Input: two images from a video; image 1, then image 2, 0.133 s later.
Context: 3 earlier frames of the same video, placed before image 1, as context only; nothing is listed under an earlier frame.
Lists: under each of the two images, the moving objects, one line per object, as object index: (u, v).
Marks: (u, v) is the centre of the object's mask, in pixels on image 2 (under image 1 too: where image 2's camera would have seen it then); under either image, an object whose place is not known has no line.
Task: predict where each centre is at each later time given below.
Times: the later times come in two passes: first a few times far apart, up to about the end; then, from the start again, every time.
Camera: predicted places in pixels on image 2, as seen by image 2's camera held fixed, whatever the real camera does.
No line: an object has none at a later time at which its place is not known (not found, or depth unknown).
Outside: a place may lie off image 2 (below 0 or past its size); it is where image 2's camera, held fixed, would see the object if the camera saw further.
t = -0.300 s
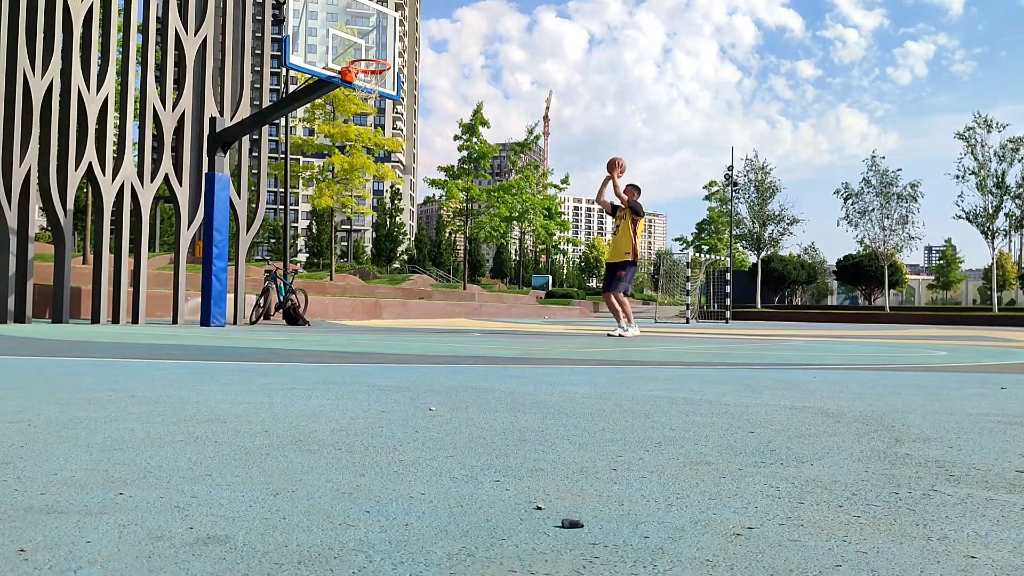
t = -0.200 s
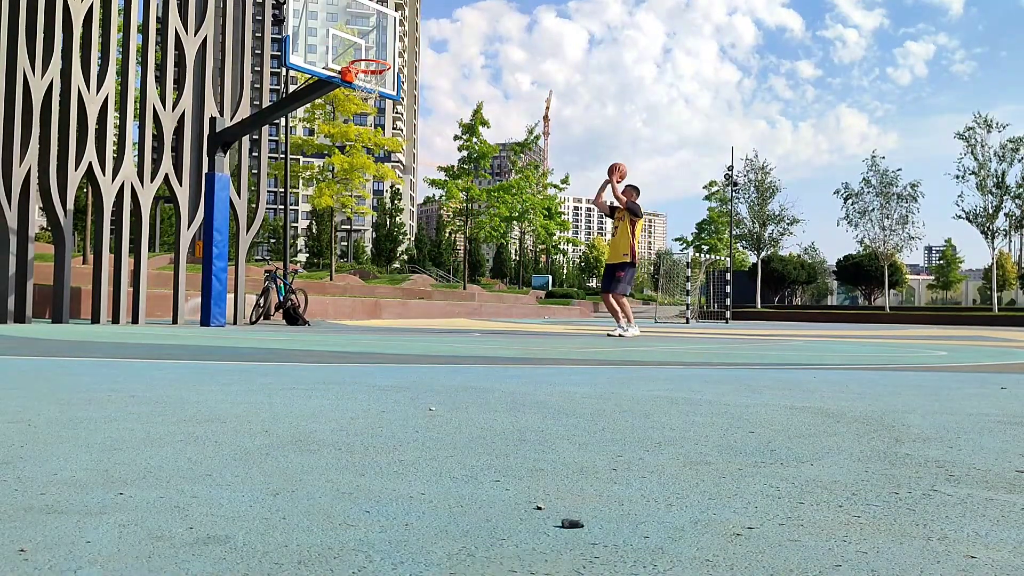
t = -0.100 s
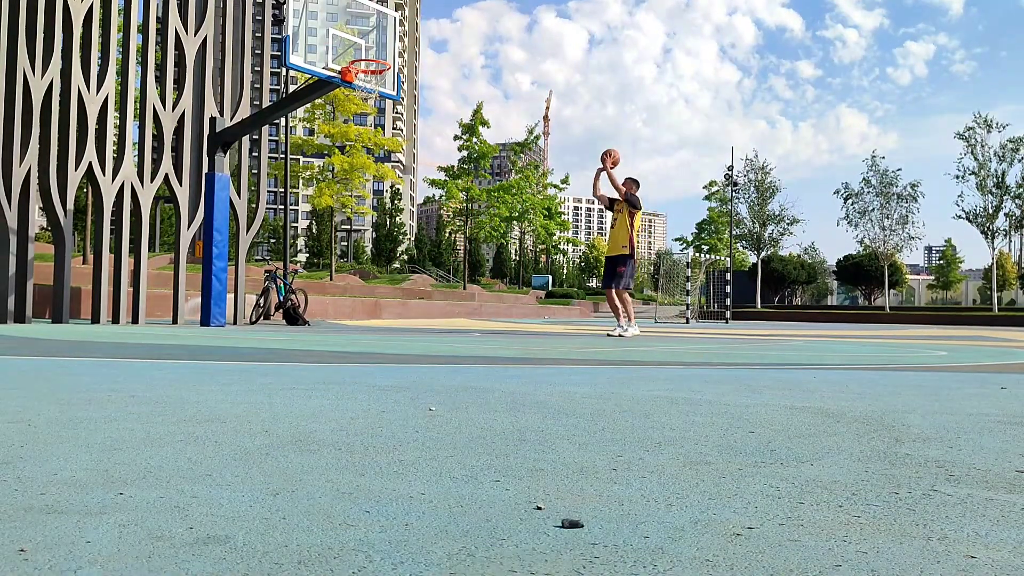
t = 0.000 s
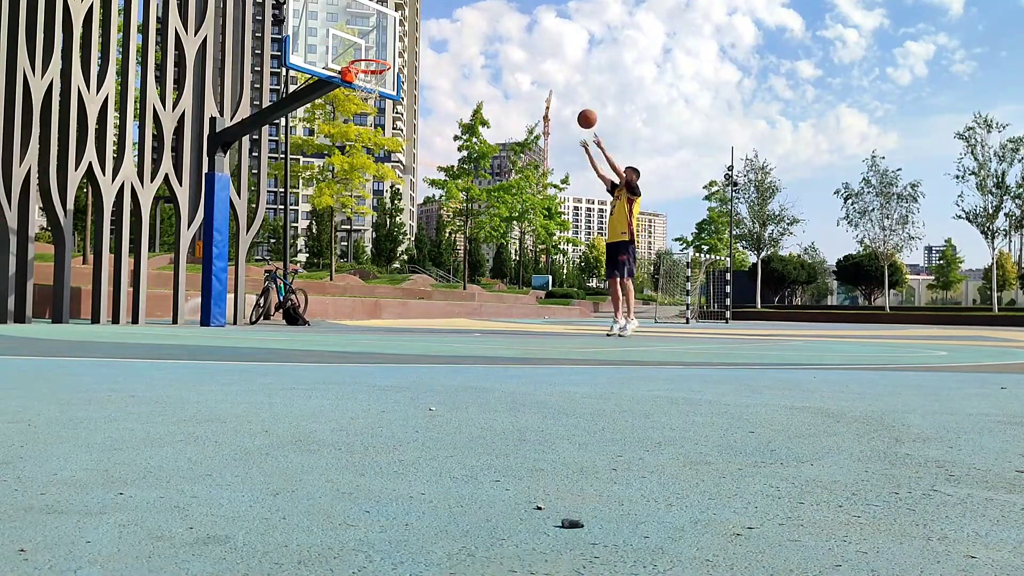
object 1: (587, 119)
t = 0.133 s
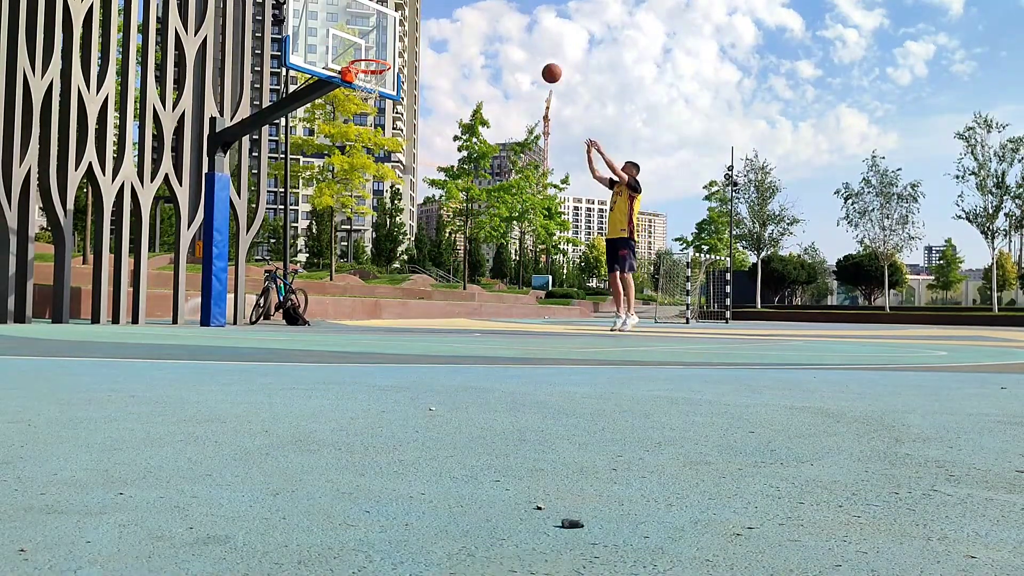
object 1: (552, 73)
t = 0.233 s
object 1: (525, 48)
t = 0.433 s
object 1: (470, 22)
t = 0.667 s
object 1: (404, 34)
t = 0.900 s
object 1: (369, 92)
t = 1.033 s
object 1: (383, 142)
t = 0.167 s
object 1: (543, 64)
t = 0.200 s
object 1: (534, 55)
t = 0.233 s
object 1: (525, 48)
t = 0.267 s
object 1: (516, 41)
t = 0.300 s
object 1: (507, 36)
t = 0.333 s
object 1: (497, 31)
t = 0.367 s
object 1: (488, 27)
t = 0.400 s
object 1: (479, 24)
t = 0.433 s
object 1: (470, 22)
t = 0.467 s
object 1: (460, 21)
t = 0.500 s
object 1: (451, 20)
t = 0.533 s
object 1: (442, 21)
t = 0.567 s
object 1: (432, 23)
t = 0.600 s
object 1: (423, 26)
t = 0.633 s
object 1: (413, 29)
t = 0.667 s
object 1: (404, 34)
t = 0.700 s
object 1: (394, 39)
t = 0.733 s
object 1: (384, 45)
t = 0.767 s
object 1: (375, 52)
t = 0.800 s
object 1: (365, 61)
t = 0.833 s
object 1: (361, 71)
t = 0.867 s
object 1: (364, 81)
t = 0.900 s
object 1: (369, 92)
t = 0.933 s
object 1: (372, 103)
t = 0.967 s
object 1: (376, 116)
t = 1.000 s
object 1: (379, 128)
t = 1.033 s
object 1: (383, 142)
